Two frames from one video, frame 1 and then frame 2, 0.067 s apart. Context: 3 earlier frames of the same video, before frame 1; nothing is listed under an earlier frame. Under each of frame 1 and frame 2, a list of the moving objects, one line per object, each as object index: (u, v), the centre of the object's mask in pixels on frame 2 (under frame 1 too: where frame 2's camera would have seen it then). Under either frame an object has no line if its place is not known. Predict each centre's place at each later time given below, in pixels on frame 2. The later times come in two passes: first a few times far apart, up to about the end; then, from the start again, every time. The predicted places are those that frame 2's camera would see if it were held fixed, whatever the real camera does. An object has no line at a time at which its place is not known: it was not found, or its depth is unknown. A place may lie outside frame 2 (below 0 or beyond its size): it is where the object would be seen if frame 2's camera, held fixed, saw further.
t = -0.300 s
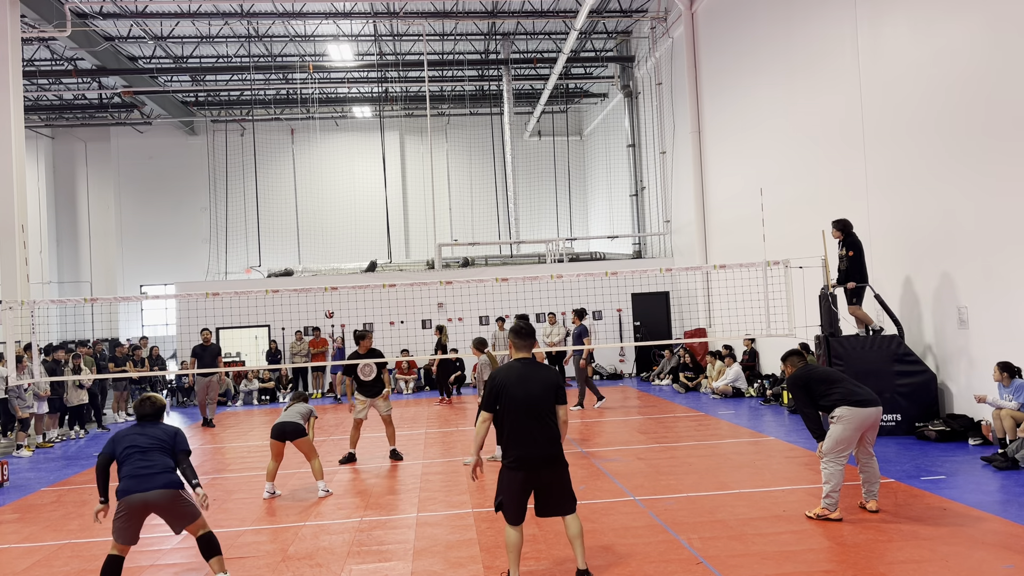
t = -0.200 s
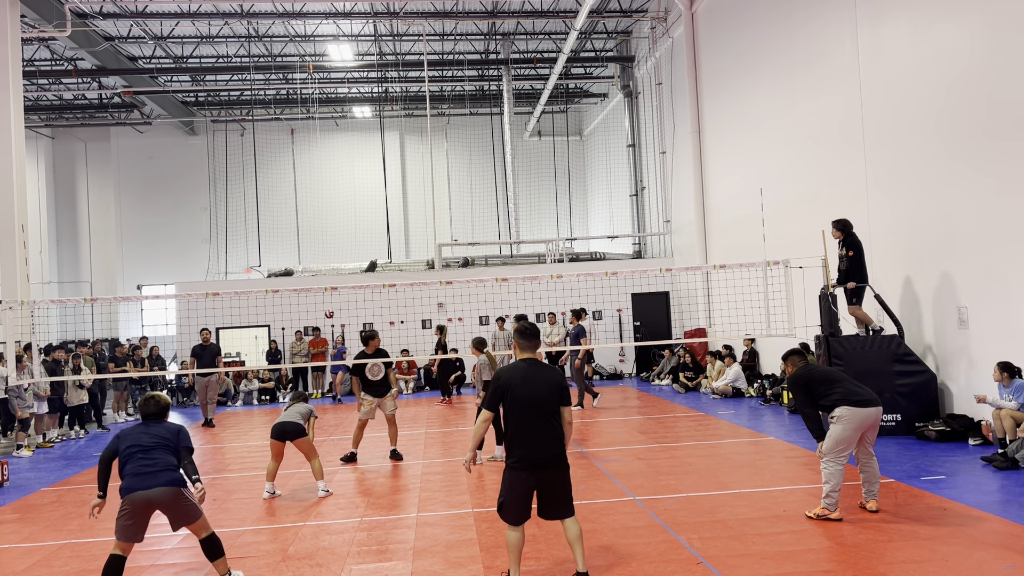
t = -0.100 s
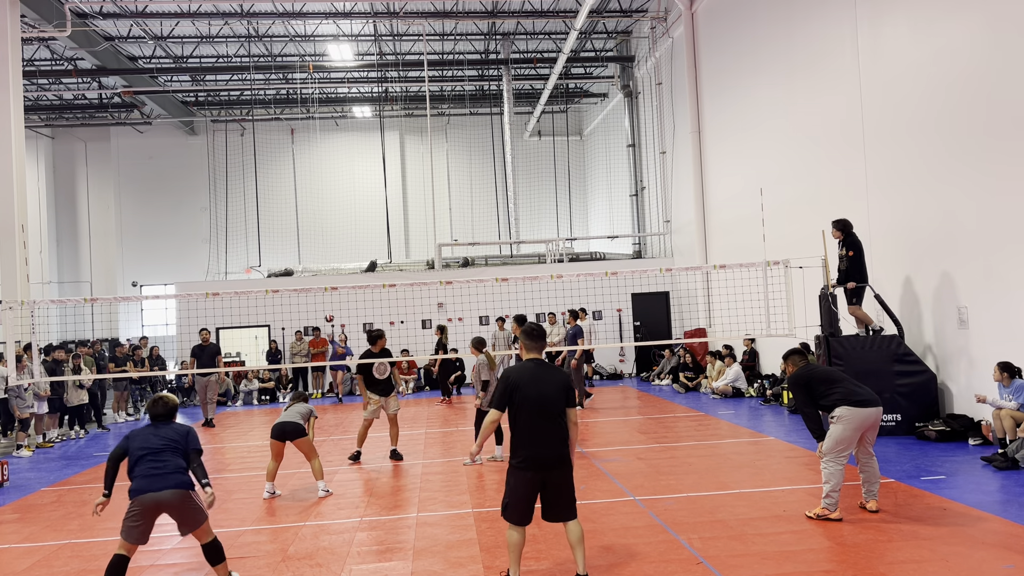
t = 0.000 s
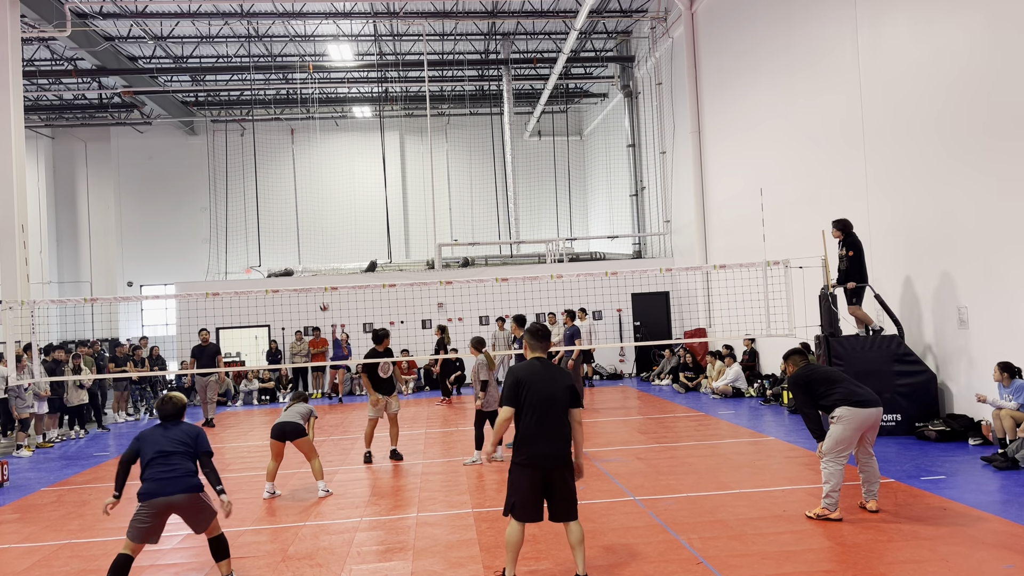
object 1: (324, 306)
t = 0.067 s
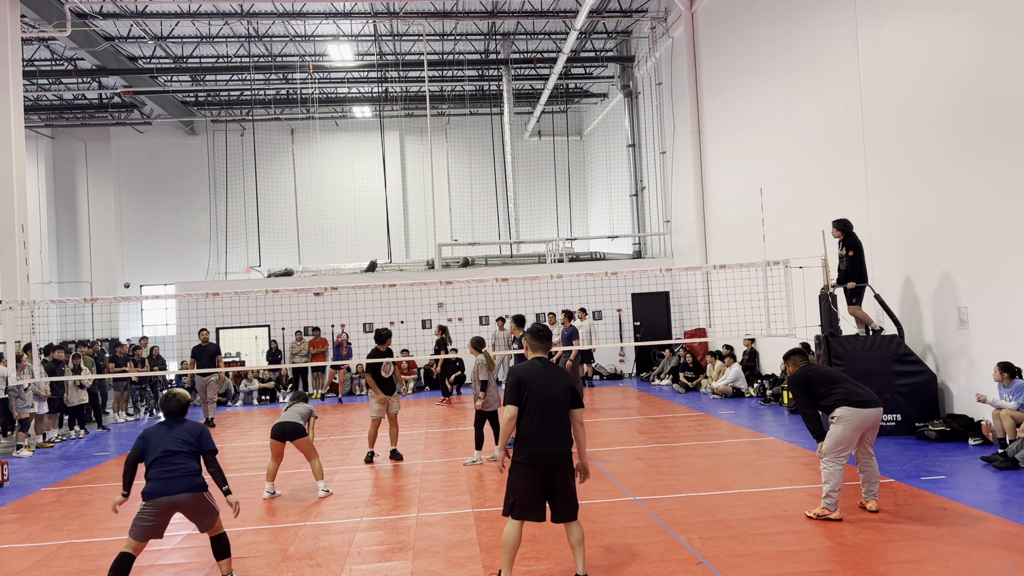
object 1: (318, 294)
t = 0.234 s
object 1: (298, 256)
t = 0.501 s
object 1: (261, 219)
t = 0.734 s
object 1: (230, 221)
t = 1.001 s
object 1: (186, 287)
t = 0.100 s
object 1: (314, 282)
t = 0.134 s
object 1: (310, 276)
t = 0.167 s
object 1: (306, 270)
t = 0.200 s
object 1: (302, 263)
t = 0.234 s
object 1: (298, 256)
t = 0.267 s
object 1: (292, 250)
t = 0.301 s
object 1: (288, 245)
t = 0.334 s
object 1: (284, 239)
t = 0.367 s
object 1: (279, 234)
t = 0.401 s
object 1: (275, 230)
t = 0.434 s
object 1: (270, 226)
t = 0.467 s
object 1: (265, 222)
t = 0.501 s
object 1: (261, 219)
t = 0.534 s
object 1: (256, 217)
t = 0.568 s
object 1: (251, 215)
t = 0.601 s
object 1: (246, 215)
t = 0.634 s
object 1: (242, 214)
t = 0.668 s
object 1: (238, 215)
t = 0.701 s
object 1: (234, 219)
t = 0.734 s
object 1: (230, 221)
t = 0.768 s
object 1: (226, 225)
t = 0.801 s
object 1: (221, 229)
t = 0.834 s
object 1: (217, 235)
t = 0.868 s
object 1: (212, 242)
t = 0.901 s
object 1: (206, 251)
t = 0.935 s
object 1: (200, 261)
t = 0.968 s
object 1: (193, 273)
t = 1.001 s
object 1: (186, 287)
